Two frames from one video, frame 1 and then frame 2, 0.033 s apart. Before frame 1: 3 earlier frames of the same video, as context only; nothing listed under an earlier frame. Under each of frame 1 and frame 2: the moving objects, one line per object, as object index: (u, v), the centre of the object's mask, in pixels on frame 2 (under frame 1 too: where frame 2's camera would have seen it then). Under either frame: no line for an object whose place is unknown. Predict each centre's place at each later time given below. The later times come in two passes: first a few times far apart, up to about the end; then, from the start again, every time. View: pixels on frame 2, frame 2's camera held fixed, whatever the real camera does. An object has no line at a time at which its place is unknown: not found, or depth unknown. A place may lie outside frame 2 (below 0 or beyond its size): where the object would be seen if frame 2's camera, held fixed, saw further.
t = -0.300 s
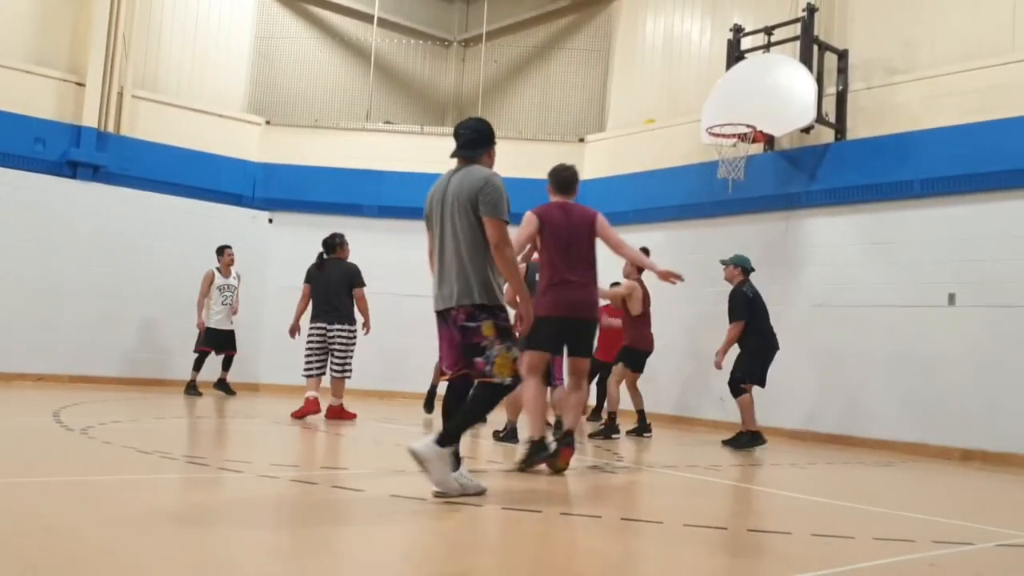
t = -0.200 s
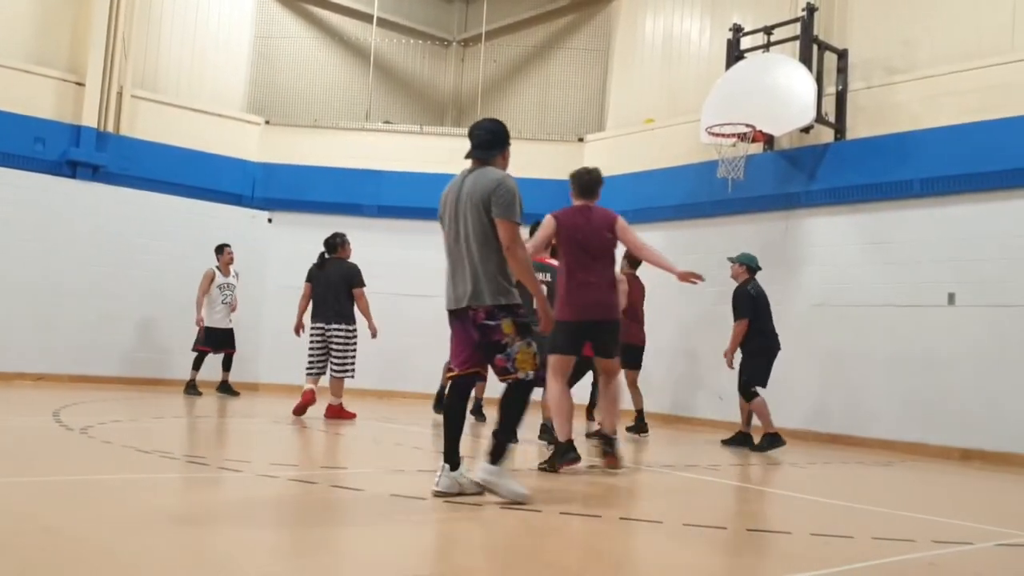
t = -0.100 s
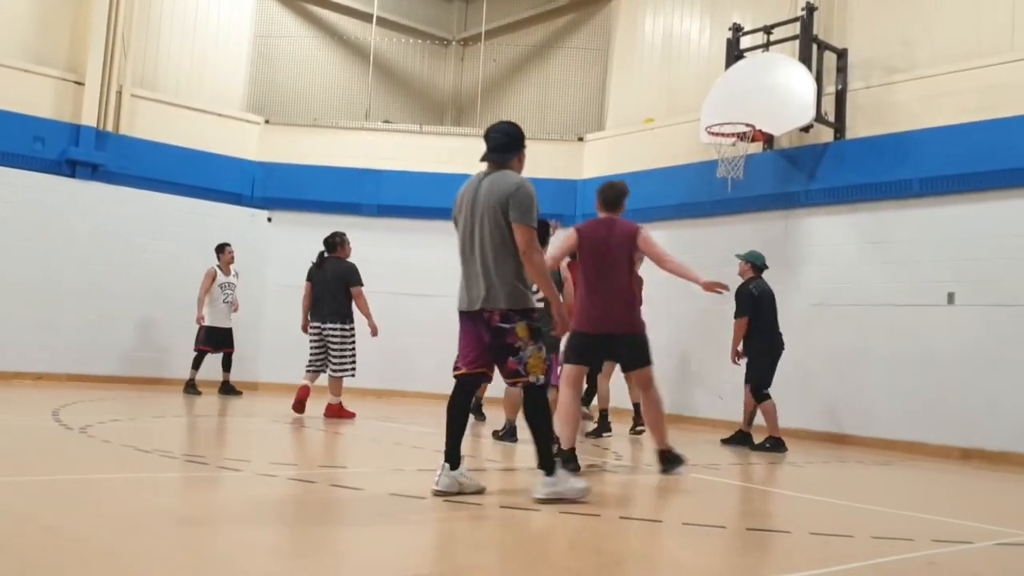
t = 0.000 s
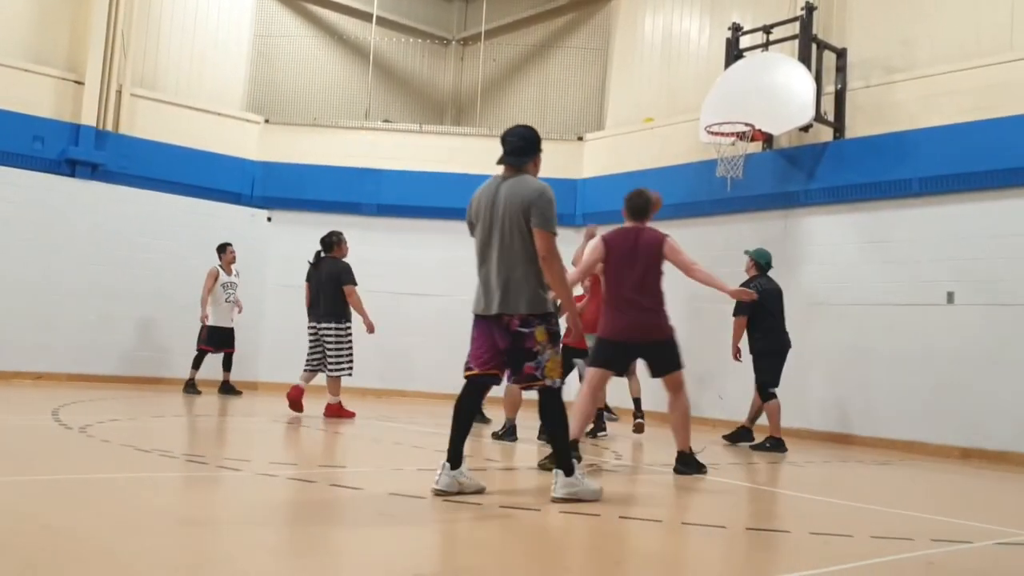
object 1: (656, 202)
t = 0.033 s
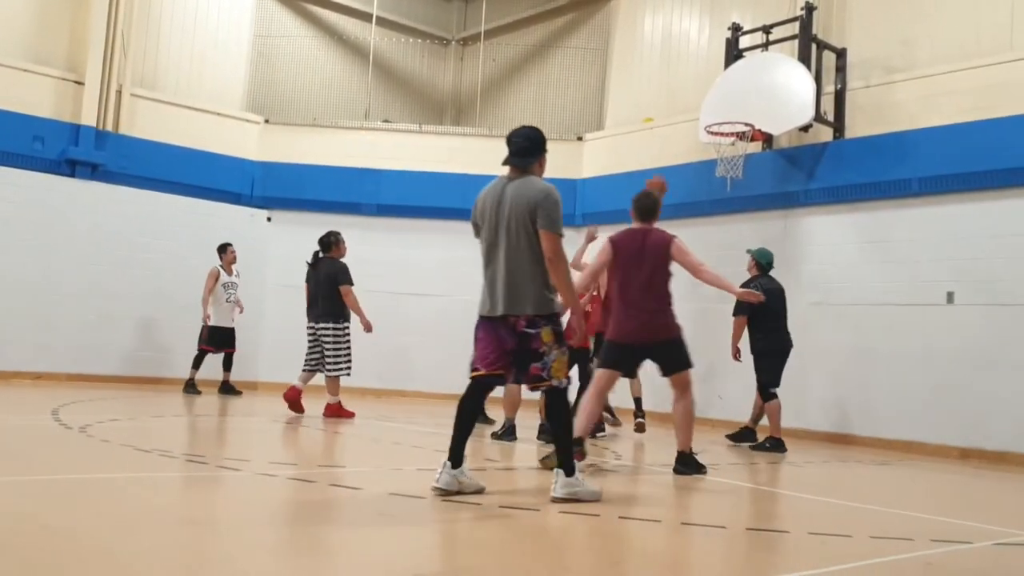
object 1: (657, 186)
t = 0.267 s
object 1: (693, 107)
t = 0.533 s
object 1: (708, 79)
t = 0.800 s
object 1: (698, 116)
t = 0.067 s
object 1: (661, 172)
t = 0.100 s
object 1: (667, 158)
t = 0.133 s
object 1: (672, 146)
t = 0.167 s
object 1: (677, 135)
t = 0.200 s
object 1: (682, 124)
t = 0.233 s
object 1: (688, 115)
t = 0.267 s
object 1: (693, 107)
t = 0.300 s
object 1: (698, 100)
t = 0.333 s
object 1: (703, 94)
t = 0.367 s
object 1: (708, 89)
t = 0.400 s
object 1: (711, 86)
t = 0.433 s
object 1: (710, 83)
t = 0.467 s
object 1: (710, 80)
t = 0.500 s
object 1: (709, 79)
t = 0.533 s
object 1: (708, 79)
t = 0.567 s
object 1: (707, 80)
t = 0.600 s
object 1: (706, 81)
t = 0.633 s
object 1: (705, 85)
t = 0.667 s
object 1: (703, 89)
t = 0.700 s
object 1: (702, 94)
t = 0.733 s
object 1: (701, 100)
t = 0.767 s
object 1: (699, 107)
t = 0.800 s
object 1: (698, 116)
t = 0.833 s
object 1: (694, 119)
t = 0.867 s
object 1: (689, 120)
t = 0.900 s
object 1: (684, 123)
